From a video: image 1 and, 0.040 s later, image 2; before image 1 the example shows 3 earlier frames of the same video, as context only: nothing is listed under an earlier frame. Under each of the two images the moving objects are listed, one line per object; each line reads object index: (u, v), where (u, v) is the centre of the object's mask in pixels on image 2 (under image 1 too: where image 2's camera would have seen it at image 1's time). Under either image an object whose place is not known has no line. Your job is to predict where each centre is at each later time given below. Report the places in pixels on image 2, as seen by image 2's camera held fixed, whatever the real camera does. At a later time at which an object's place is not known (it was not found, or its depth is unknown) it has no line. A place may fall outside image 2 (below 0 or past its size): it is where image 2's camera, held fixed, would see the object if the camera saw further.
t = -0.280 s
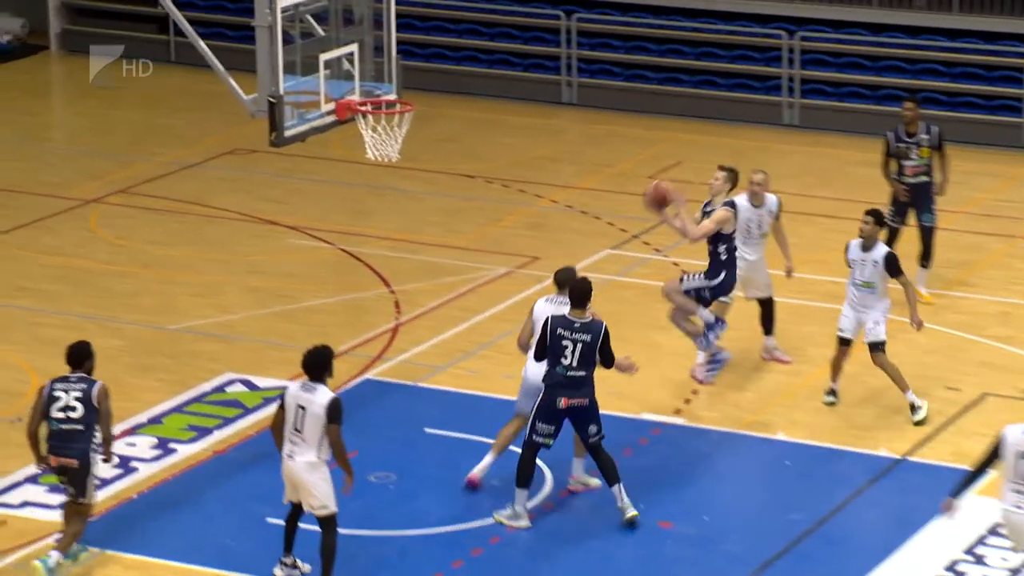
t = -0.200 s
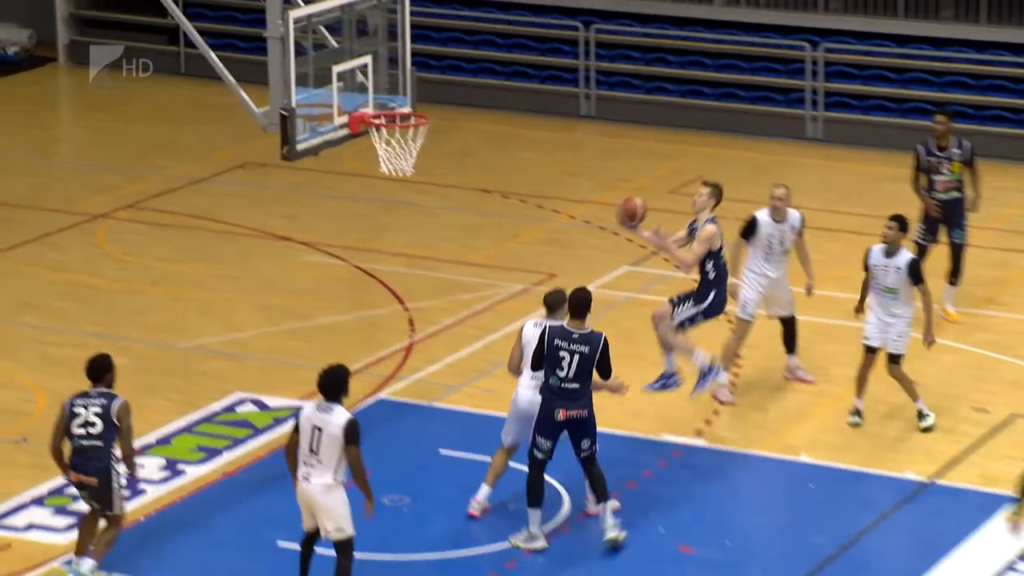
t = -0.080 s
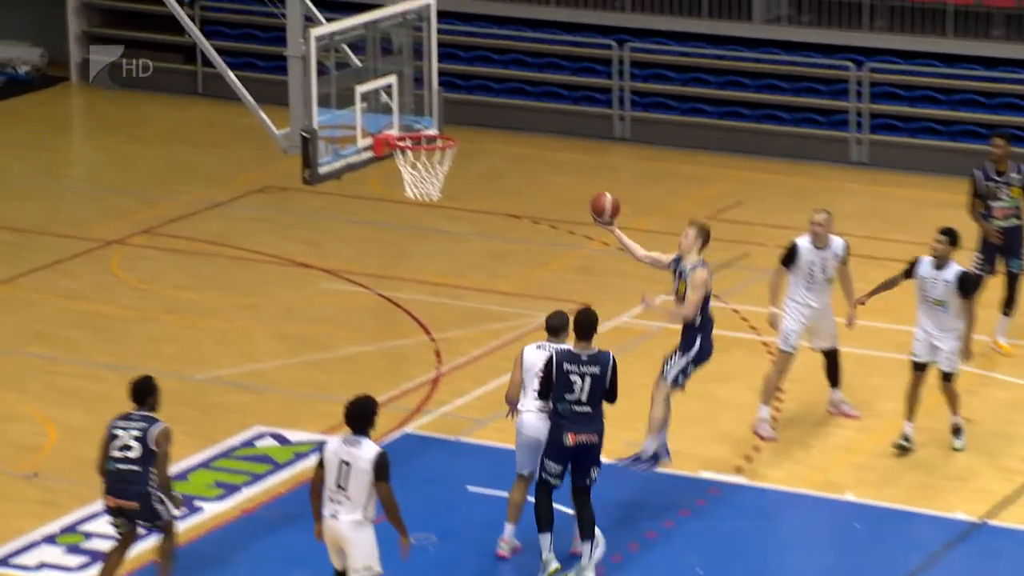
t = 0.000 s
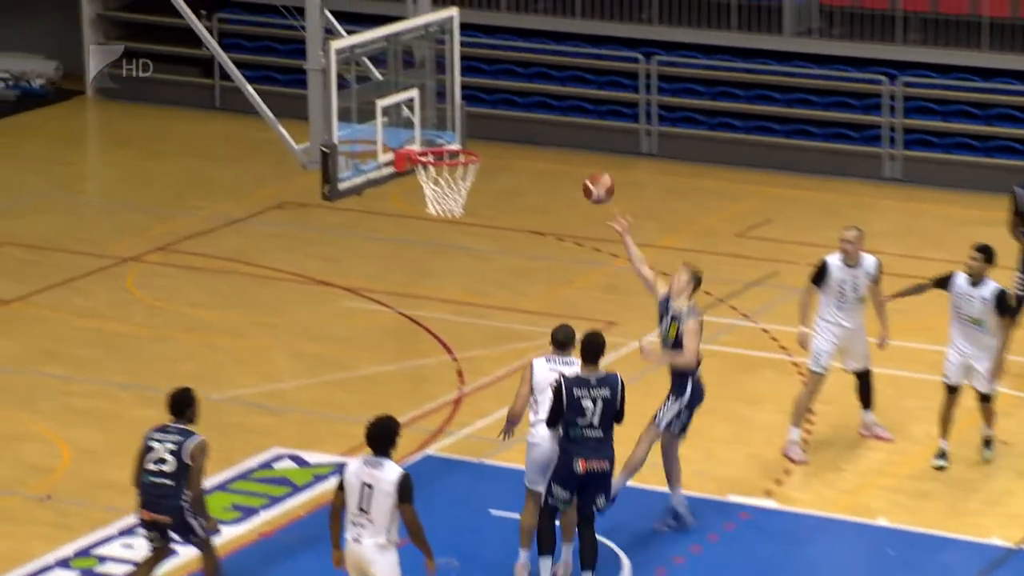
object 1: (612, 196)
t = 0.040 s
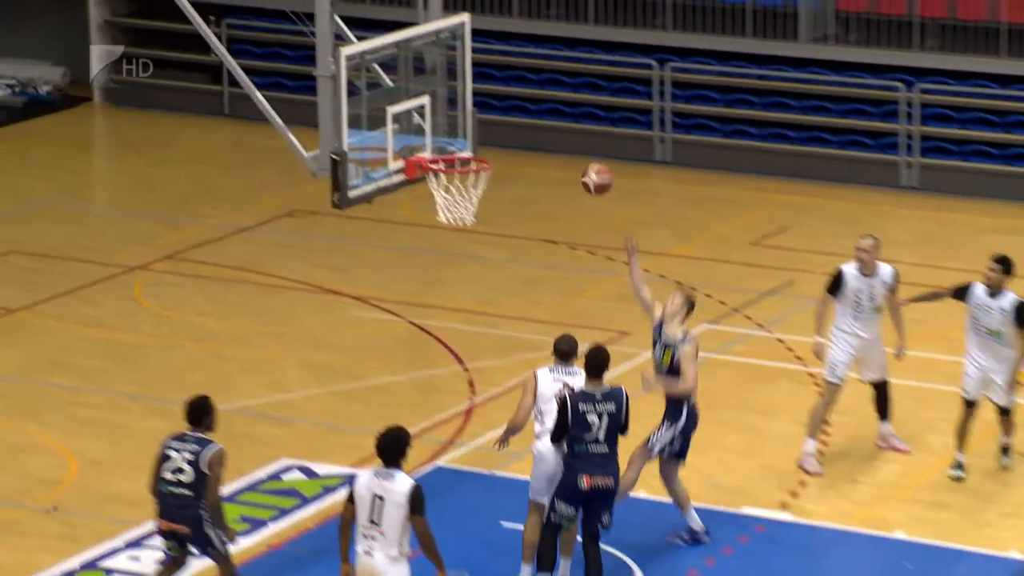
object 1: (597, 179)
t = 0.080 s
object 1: (582, 163)
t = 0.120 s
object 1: (567, 150)
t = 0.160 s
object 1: (552, 139)
